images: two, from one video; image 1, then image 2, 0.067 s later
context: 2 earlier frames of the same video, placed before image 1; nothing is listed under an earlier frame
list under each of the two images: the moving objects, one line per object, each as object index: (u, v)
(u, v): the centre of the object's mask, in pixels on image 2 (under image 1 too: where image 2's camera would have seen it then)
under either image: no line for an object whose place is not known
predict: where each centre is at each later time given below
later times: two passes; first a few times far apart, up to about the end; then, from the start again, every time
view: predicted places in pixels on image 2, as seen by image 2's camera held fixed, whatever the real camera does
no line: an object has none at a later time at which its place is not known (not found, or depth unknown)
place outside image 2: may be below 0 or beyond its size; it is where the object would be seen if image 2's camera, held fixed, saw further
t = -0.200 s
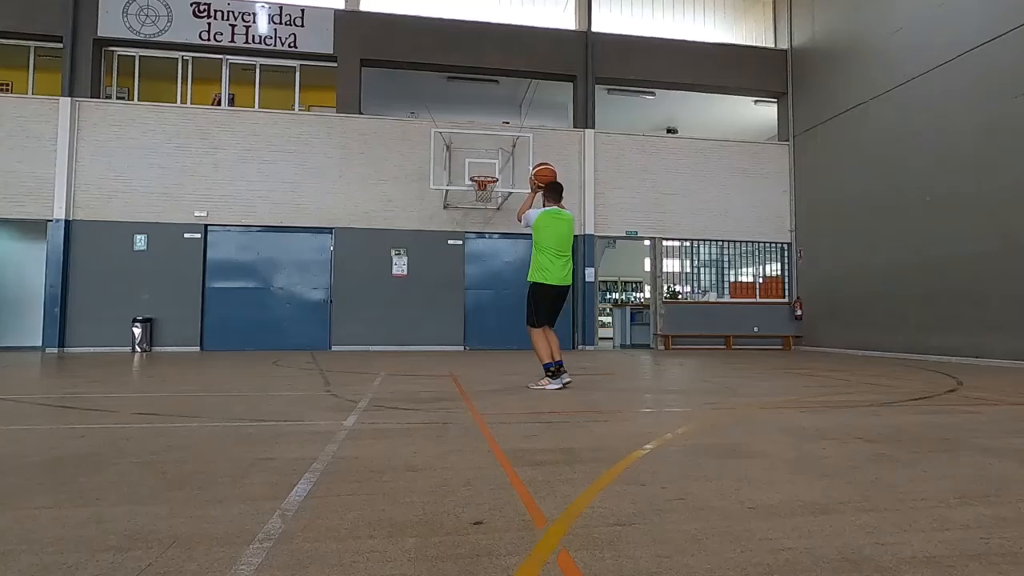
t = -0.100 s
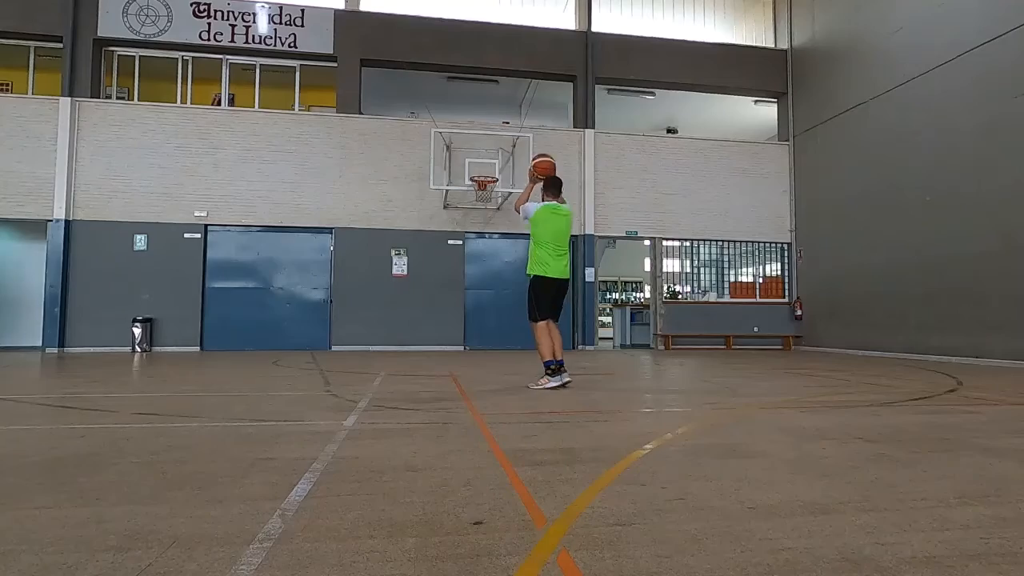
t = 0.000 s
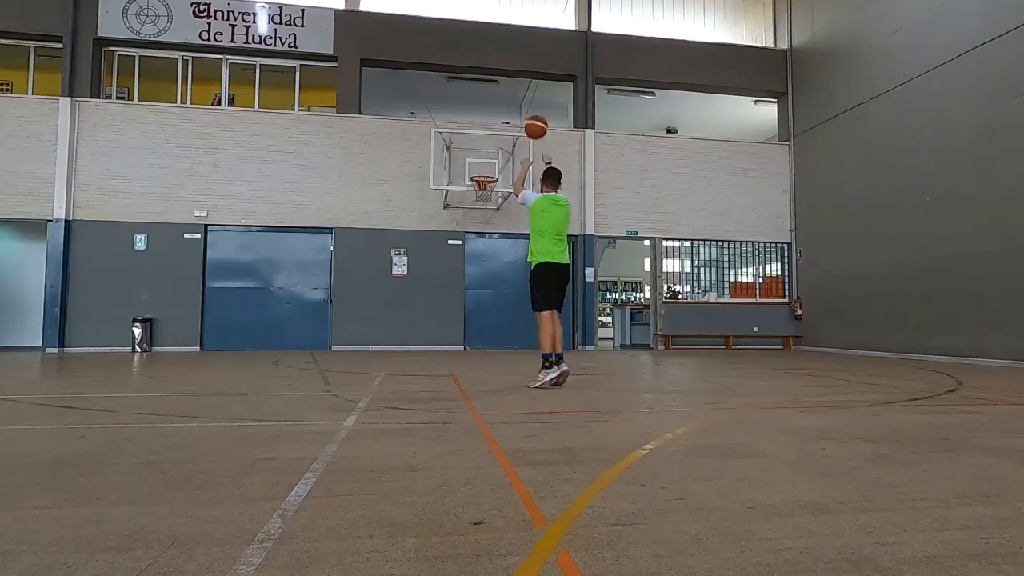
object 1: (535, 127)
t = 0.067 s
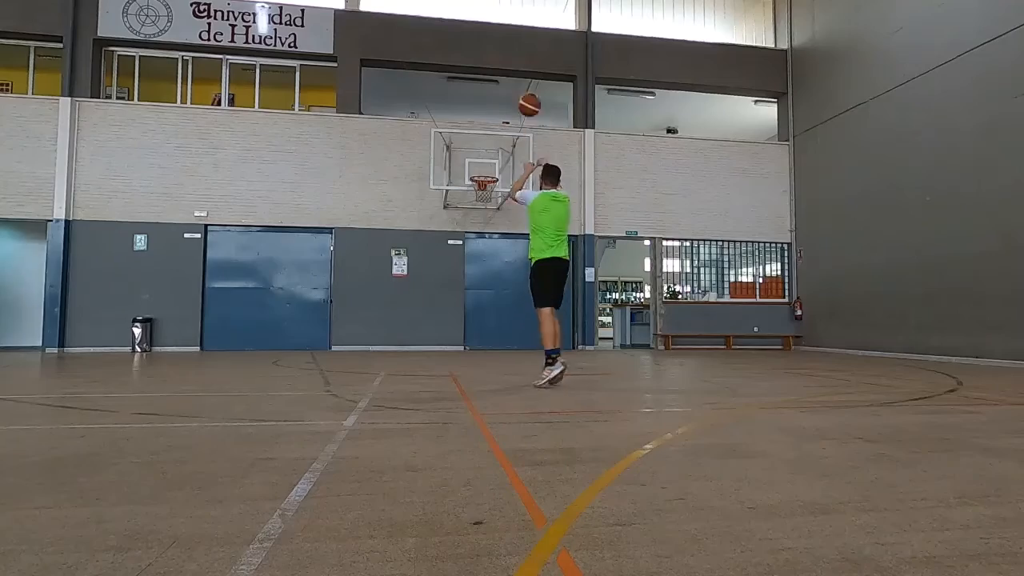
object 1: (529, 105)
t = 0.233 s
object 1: (516, 74)
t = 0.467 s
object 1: (503, 73)
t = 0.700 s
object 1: (493, 108)
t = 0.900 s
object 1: (486, 156)
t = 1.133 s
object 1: (483, 192)
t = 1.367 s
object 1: (484, 214)
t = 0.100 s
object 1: (526, 96)
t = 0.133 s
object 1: (524, 88)
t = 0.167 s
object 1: (521, 82)
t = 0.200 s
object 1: (519, 78)
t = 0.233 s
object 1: (516, 74)
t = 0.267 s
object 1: (515, 71)
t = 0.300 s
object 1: (513, 69)
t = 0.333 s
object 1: (511, 69)
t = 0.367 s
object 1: (509, 70)
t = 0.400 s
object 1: (507, 69)
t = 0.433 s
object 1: (505, 71)
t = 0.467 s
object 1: (503, 73)
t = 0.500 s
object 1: (502, 76)
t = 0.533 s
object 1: (500, 80)
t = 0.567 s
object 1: (498, 84)
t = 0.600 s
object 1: (497, 90)
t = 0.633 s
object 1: (495, 95)
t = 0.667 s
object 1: (494, 101)
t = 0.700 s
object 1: (493, 108)
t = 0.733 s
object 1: (492, 115)
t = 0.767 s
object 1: (490, 122)
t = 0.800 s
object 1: (489, 130)
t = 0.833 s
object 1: (488, 139)
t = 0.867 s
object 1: (487, 148)
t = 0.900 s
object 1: (486, 156)
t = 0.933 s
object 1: (485, 166)
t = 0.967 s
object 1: (484, 173)
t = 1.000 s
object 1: (483, 188)
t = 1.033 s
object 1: (483, 193)
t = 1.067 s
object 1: (482, 190)
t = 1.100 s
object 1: (483, 193)
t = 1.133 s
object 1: (483, 192)
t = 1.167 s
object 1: (483, 194)
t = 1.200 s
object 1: (483, 195)
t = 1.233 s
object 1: (483, 198)
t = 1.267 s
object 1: (484, 201)
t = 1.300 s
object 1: (484, 205)
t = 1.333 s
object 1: (485, 209)
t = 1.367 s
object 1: (484, 214)
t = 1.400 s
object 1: (484, 220)
